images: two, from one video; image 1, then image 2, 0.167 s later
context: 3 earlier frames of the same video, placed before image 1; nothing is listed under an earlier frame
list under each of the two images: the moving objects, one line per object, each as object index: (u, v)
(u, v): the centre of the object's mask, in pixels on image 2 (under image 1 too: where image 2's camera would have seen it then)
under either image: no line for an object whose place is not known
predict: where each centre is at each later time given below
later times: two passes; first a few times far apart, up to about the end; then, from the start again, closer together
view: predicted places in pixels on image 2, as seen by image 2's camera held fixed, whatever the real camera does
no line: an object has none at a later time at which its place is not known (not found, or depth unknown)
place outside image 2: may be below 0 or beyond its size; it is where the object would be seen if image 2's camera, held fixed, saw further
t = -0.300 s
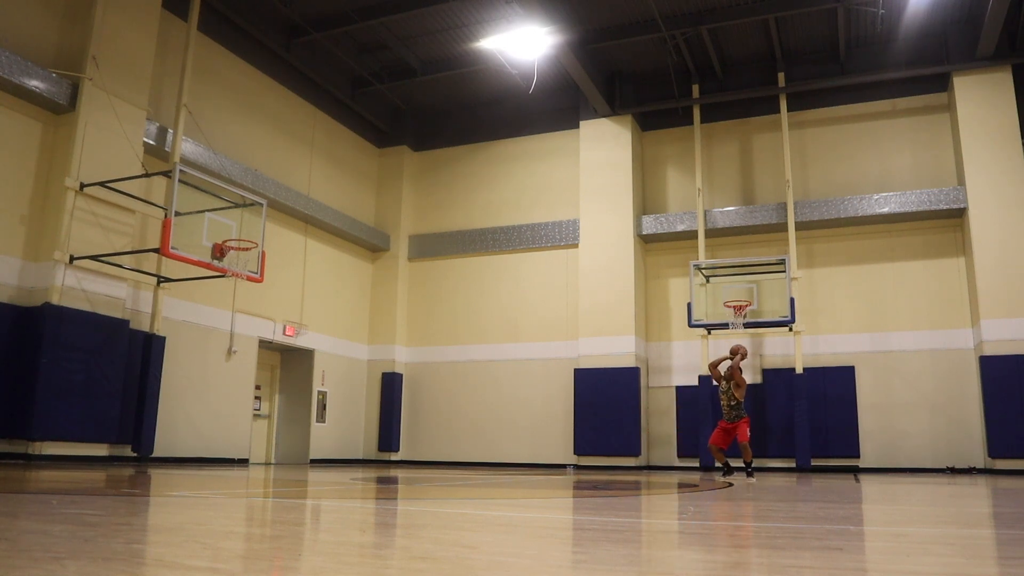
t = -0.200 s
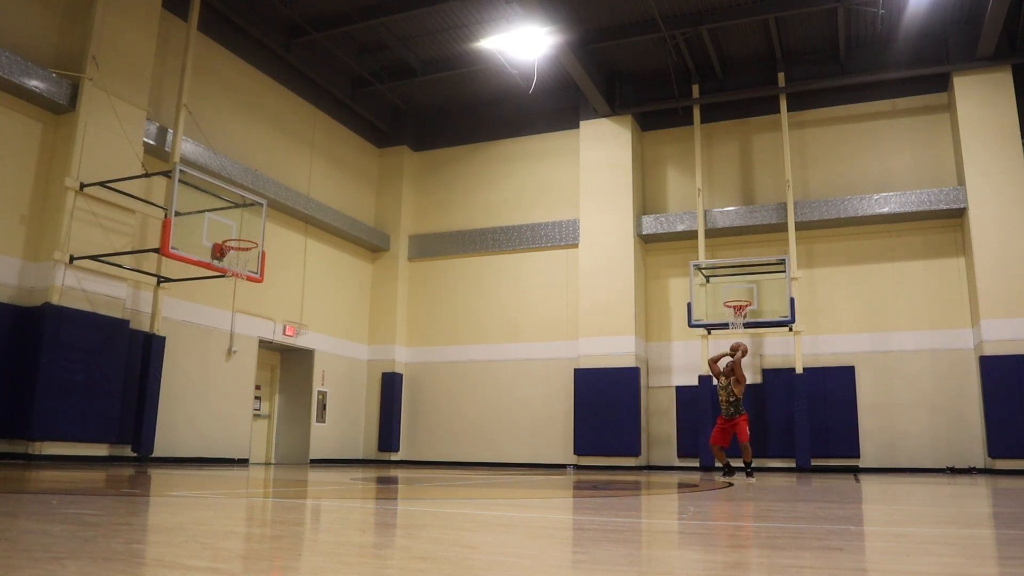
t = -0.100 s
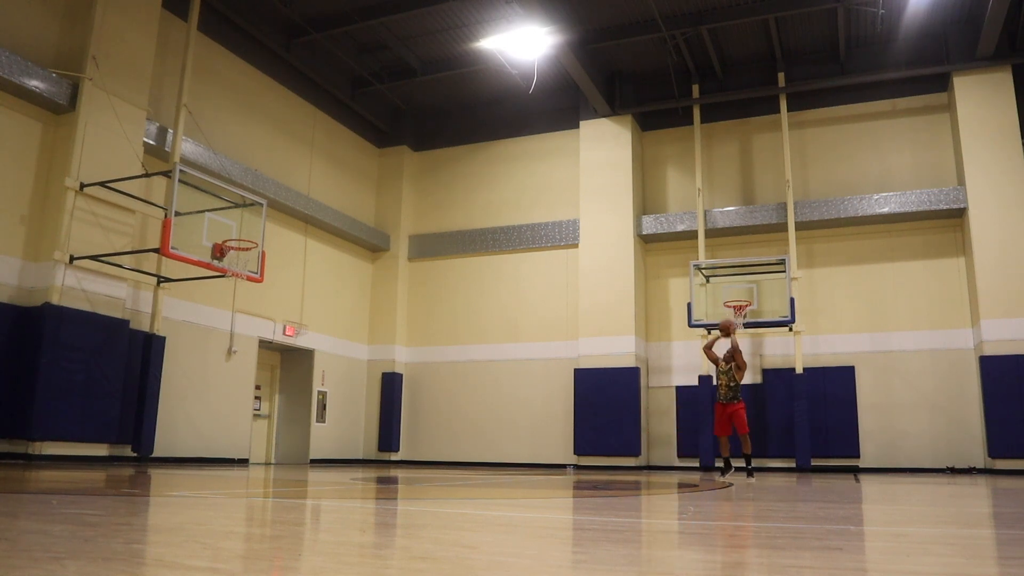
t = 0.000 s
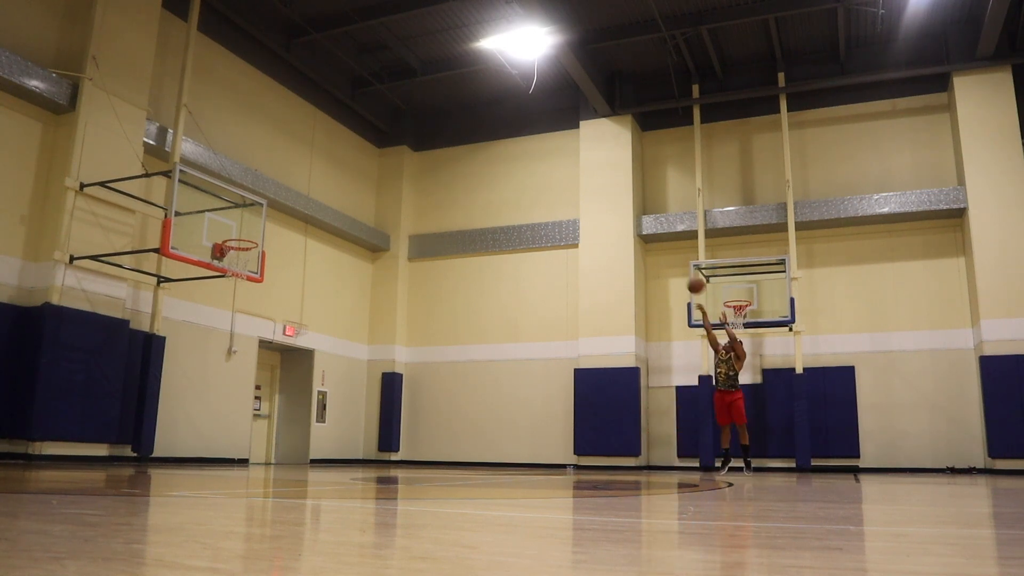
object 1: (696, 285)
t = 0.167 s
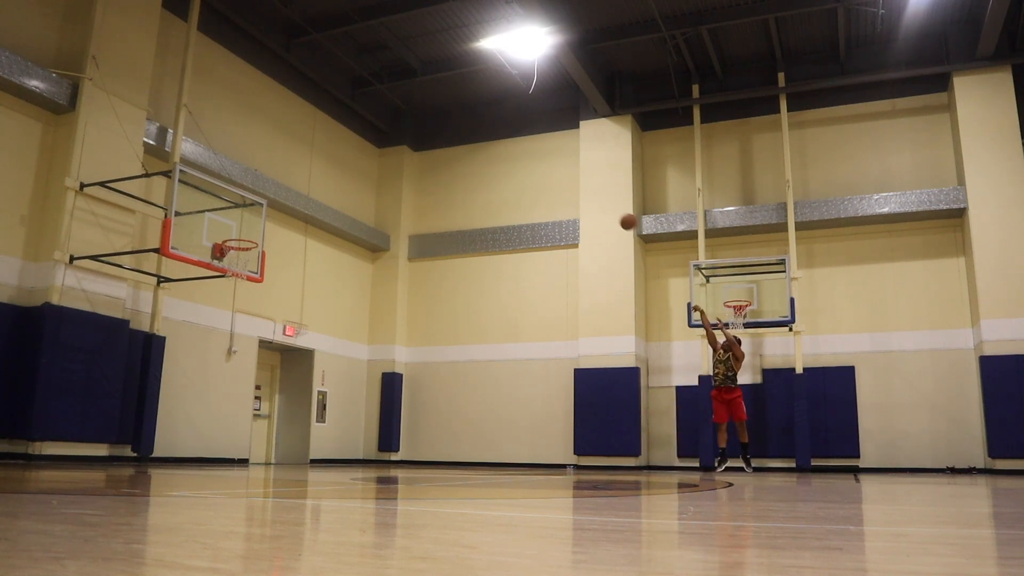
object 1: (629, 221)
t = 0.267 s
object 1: (588, 193)
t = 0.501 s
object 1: (498, 153)
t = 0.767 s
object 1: (397, 152)
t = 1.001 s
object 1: (307, 191)
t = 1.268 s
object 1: (218, 262)
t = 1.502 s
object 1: (218, 306)
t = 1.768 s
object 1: (218, 410)
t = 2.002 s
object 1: (233, 411)
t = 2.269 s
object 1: (259, 354)
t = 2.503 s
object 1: (280, 348)
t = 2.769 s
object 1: (299, 389)
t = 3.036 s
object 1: (316, 452)
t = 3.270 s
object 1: (334, 409)
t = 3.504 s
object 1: (350, 406)
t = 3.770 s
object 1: (365, 450)
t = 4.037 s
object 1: (382, 431)
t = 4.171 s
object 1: (390, 426)
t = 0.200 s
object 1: (614, 211)
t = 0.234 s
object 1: (601, 202)
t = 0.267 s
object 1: (588, 193)
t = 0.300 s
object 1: (575, 185)
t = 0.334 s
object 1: (562, 178)
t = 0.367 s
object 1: (549, 171)
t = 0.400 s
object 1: (536, 166)
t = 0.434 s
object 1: (523, 161)
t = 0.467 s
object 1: (511, 156)
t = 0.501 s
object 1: (498, 153)
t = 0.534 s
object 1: (485, 150)
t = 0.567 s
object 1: (472, 149)
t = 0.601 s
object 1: (460, 147)
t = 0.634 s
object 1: (447, 146)
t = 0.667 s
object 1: (435, 147)
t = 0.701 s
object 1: (422, 148)
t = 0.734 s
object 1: (409, 150)
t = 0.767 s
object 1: (397, 152)
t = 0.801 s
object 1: (384, 155)
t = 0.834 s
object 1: (371, 160)
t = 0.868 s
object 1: (359, 164)
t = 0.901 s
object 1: (345, 170)
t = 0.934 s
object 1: (333, 176)
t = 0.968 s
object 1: (320, 183)
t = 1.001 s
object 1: (307, 191)
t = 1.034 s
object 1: (293, 200)
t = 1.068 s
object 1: (281, 209)
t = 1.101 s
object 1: (267, 219)
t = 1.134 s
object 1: (254, 229)
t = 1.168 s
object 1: (241, 241)
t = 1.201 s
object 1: (227, 253)
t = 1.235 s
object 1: (221, 259)
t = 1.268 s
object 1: (218, 262)
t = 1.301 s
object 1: (216, 264)
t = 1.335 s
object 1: (216, 269)
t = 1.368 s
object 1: (217, 274)
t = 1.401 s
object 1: (217, 281)
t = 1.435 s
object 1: (218, 289)
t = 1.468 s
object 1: (218, 297)
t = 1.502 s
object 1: (218, 306)
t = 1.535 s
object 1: (219, 315)
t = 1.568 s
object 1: (219, 326)
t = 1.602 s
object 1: (219, 338)
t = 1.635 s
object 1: (219, 351)
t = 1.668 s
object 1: (219, 364)
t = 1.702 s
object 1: (218, 378)
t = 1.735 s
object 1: (218, 393)
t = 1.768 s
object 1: (218, 410)
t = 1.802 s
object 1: (218, 427)
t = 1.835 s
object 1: (217, 445)
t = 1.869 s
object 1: (218, 461)
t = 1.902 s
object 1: (221, 447)
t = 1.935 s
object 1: (225, 434)
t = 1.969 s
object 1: (229, 422)
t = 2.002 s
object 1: (233, 411)
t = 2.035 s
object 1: (236, 401)
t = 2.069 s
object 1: (240, 391)
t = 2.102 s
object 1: (243, 383)
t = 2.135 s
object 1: (247, 375)
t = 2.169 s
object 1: (250, 369)
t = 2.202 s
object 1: (253, 363)
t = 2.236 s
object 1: (256, 358)
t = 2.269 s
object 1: (259, 354)
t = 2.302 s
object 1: (263, 350)
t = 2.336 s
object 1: (265, 348)
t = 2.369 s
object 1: (269, 346)
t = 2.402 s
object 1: (271, 345)
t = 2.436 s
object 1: (274, 345)
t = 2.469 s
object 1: (277, 346)
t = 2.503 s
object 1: (280, 348)
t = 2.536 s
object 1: (282, 350)
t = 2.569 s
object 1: (285, 353)
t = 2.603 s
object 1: (287, 357)
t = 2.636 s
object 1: (289, 361)
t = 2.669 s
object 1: (292, 367)
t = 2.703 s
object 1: (294, 373)
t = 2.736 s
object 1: (296, 381)
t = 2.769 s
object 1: (299, 389)
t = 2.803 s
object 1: (301, 398)
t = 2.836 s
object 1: (303, 407)
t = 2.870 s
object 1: (305, 418)
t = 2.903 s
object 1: (307, 429)
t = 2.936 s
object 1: (309, 441)
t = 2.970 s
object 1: (310, 454)
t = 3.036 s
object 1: (316, 452)
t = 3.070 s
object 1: (319, 443)
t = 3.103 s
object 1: (321, 435)
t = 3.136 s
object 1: (324, 428)
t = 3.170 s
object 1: (327, 422)
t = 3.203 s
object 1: (329, 417)
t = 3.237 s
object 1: (332, 412)
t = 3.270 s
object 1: (334, 409)
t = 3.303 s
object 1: (337, 406)
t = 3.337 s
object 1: (339, 404)
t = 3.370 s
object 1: (341, 402)
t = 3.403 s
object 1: (343, 402)
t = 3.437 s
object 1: (346, 402)
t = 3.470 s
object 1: (348, 404)
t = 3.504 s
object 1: (350, 406)
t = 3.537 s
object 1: (352, 408)
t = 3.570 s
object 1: (354, 412)
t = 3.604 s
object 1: (356, 416)
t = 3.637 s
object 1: (358, 421)
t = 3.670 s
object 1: (360, 427)
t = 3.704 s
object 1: (362, 434)
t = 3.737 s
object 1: (363, 441)
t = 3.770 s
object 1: (365, 450)
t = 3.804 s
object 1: (367, 459)
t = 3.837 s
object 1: (369, 462)
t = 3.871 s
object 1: (371, 455)
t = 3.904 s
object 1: (373, 448)
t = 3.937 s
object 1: (375, 443)
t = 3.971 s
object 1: (378, 438)
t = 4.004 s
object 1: (380, 434)
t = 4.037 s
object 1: (382, 431)
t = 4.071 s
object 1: (384, 428)
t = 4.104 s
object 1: (386, 427)
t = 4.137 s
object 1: (387, 426)
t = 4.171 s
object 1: (390, 426)
